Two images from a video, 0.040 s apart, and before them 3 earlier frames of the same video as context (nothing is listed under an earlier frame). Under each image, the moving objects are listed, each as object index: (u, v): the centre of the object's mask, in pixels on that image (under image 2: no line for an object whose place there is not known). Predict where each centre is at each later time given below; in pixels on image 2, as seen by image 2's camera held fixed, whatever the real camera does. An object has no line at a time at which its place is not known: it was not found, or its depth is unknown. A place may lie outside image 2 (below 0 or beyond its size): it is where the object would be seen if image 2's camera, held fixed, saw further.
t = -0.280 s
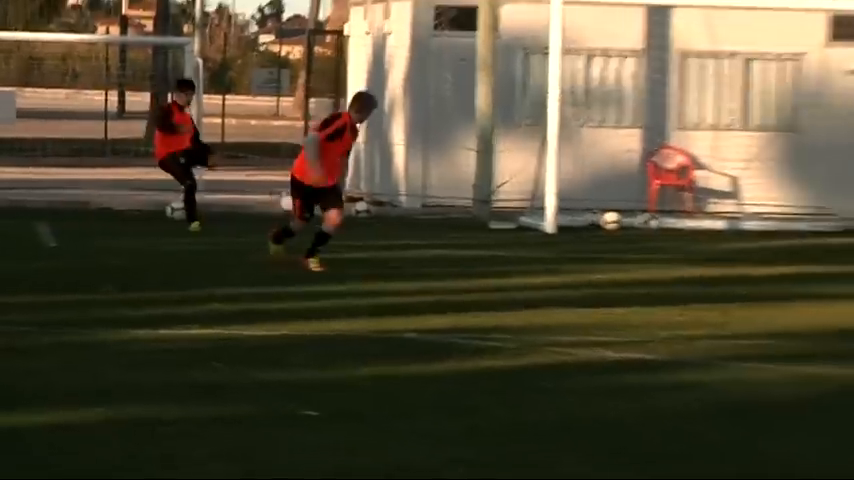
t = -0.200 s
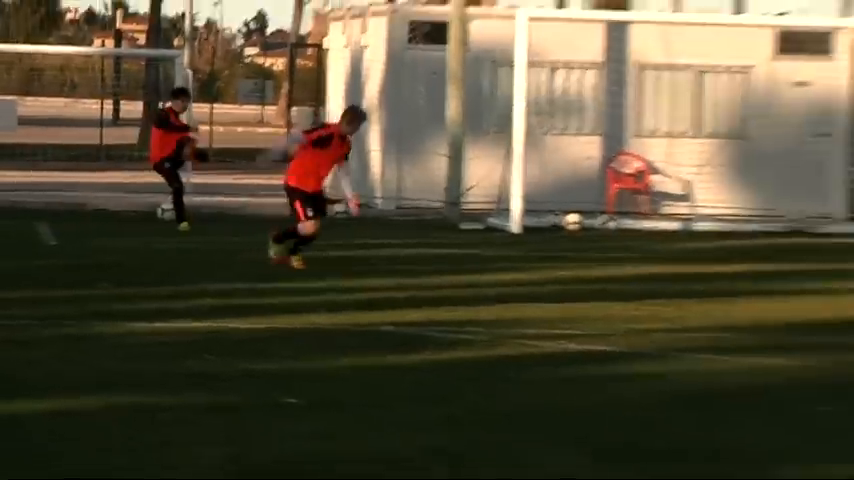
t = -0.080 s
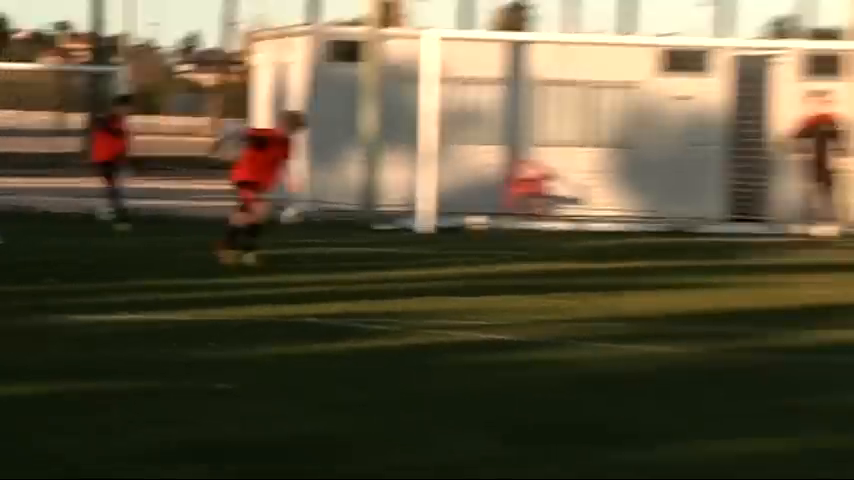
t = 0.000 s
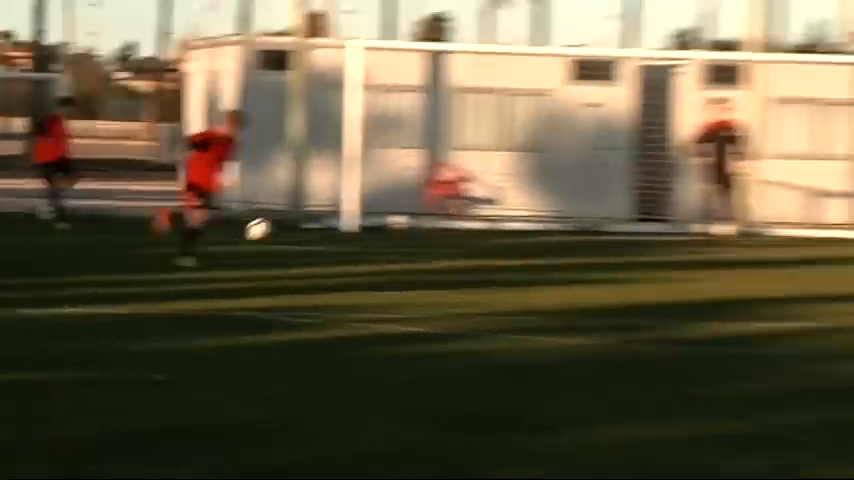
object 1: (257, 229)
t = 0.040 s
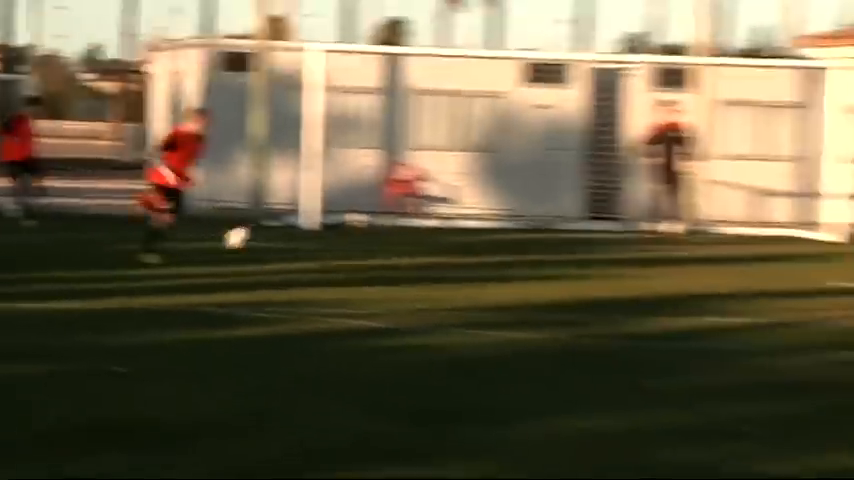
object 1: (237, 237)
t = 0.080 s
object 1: (255, 250)
